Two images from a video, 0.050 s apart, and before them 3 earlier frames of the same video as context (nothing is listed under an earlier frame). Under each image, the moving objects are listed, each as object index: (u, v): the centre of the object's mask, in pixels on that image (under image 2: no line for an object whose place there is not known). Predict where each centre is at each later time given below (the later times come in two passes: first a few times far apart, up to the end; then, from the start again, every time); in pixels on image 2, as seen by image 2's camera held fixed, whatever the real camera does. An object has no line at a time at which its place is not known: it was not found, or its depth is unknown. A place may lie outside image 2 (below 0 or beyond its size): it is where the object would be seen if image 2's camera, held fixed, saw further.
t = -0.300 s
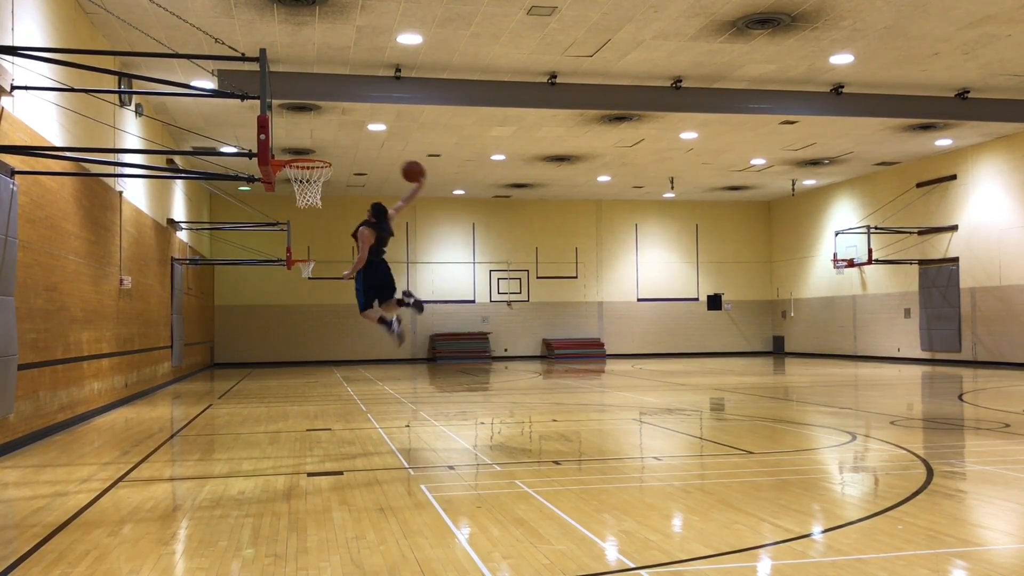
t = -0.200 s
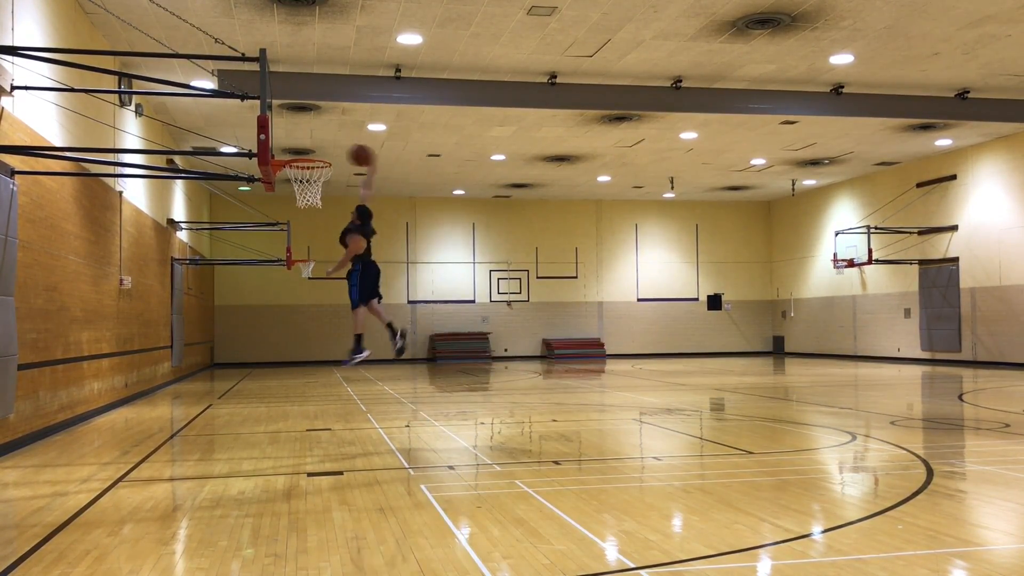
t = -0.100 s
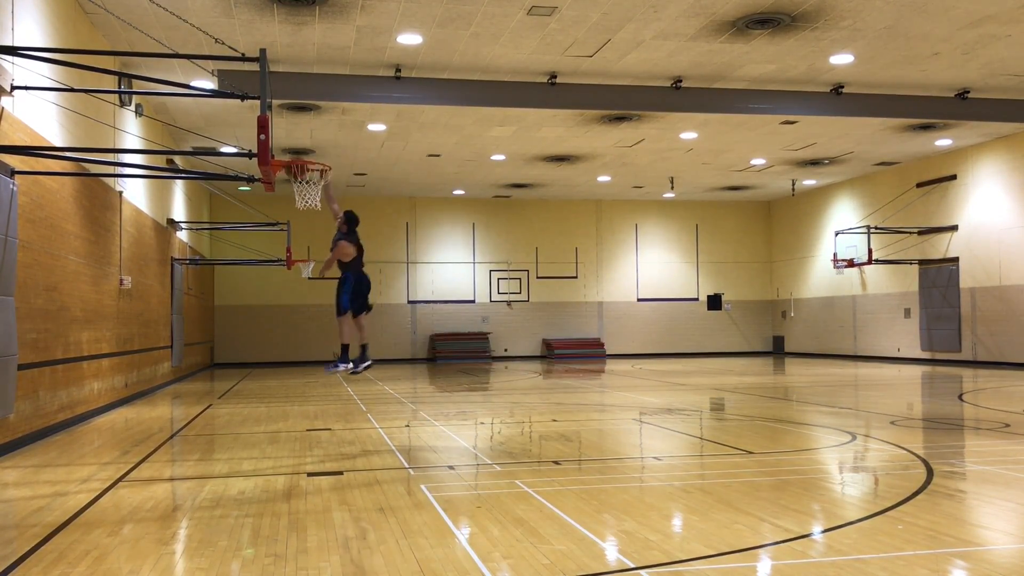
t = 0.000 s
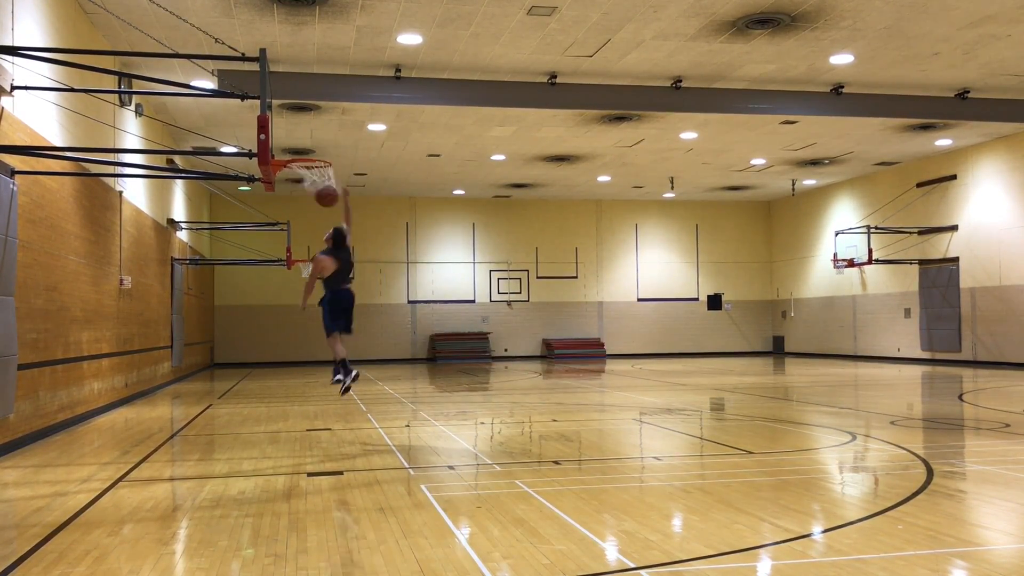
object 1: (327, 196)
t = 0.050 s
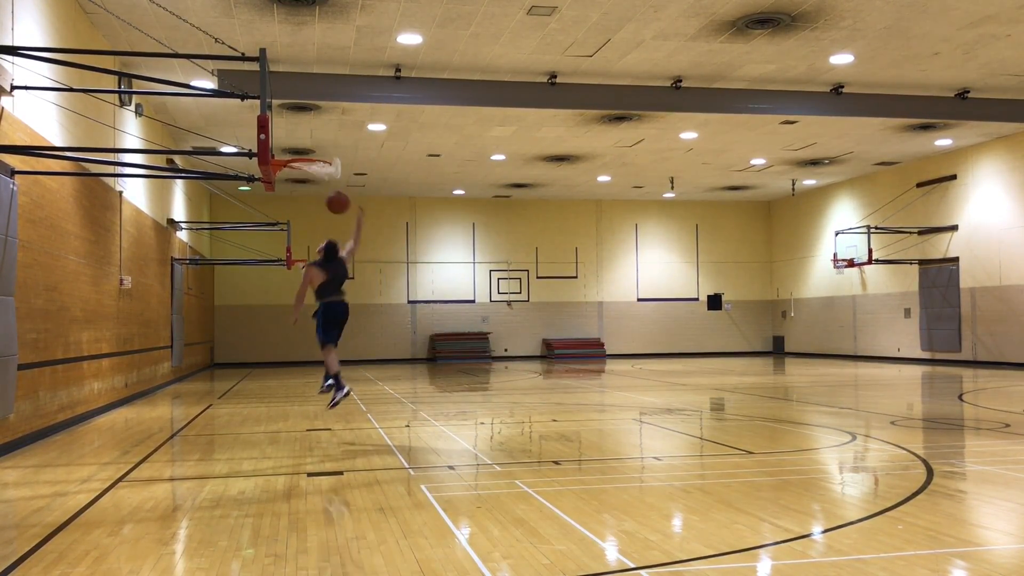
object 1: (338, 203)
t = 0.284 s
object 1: (390, 265)
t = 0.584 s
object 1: (457, 418)
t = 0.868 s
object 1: (487, 328)
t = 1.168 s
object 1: (515, 278)
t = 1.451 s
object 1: (542, 306)
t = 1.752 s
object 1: (569, 412)
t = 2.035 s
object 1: (598, 350)
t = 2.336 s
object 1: (627, 323)
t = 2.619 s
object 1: (655, 371)
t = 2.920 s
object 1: (684, 387)
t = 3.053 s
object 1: (695, 363)
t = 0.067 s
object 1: (341, 206)
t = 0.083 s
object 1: (345, 209)
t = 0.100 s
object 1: (349, 212)
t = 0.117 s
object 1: (353, 216)
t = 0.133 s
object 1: (356, 220)
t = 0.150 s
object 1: (360, 224)
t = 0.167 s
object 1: (364, 228)
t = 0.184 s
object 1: (367, 233)
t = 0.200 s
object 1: (371, 237)
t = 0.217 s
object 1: (375, 243)
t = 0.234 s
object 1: (379, 248)
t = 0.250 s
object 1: (383, 254)
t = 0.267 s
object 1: (386, 259)
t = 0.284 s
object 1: (390, 265)
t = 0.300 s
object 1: (394, 272)
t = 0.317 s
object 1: (397, 278)
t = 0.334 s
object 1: (401, 285)
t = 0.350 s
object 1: (405, 292)
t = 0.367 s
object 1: (409, 301)
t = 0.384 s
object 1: (412, 308)
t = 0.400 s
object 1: (416, 316)
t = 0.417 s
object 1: (420, 323)
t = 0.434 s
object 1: (423, 331)
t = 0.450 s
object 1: (427, 341)
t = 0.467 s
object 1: (431, 349)
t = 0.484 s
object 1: (434, 358)
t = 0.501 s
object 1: (438, 366)
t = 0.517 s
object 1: (441, 377)
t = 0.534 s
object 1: (446, 388)
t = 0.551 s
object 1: (449, 397)
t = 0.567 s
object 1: (453, 407)
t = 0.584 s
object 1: (457, 418)
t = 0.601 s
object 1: (460, 429)
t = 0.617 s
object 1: (463, 437)
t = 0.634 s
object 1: (465, 428)
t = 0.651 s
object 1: (467, 419)
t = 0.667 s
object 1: (469, 410)
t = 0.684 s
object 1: (470, 403)
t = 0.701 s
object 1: (471, 395)
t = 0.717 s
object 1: (473, 387)
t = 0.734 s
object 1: (475, 380)
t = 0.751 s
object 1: (477, 372)
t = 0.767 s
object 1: (477, 364)
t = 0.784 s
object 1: (479, 357)
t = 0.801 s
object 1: (481, 351)
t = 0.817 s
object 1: (483, 345)
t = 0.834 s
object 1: (484, 339)
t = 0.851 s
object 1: (486, 333)
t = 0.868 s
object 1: (487, 328)
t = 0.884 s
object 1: (489, 323)
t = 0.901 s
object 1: (490, 318)
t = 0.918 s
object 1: (492, 314)
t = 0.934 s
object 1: (493, 309)
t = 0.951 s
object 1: (495, 306)
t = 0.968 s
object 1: (496, 302)
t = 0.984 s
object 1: (498, 299)
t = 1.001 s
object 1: (500, 295)
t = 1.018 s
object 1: (501, 293)
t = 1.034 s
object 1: (503, 290)
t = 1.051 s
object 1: (504, 288)
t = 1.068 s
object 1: (506, 285)
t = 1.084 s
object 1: (507, 284)
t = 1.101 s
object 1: (509, 282)
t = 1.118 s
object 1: (510, 281)
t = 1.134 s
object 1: (512, 279)
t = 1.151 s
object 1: (513, 278)
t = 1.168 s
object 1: (515, 278)
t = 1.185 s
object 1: (516, 277)
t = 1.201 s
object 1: (518, 277)
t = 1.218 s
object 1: (520, 277)
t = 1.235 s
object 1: (521, 278)
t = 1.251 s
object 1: (523, 279)
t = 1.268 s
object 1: (525, 279)
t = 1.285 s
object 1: (526, 280)
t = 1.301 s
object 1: (528, 282)
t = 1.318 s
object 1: (529, 284)
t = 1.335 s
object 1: (531, 286)
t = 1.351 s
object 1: (532, 288)
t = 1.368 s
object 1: (534, 290)
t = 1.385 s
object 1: (536, 293)
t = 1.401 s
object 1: (537, 295)
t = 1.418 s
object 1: (539, 299)
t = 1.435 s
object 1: (540, 302)
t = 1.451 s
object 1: (542, 306)
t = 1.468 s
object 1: (543, 310)
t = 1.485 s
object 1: (545, 314)
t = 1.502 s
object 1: (546, 318)
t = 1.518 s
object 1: (548, 323)
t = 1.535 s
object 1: (549, 327)
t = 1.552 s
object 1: (551, 332)
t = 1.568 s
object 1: (553, 338)
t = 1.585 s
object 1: (554, 344)
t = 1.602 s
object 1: (553, 348)
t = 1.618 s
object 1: (556, 354)
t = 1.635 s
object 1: (558, 362)
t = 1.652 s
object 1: (560, 369)
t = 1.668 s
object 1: (562, 375)
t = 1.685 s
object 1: (563, 382)
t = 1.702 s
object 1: (565, 389)
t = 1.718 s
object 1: (566, 396)
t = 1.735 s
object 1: (568, 404)
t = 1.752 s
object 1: (569, 412)
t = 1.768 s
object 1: (571, 421)
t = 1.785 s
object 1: (573, 430)
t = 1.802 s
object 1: (574, 429)
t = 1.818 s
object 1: (576, 421)
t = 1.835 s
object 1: (578, 414)
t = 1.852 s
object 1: (579, 407)
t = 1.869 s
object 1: (581, 400)
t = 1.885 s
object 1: (582, 394)
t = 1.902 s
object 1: (584, 389)
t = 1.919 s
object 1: (586, 383)
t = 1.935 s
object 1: (587, 378)
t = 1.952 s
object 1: (589, 373)
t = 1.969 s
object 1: (591, 368)
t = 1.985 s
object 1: (593, 363)
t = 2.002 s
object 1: (595, 359)
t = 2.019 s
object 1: (596, 354)
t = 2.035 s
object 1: (598, 350)
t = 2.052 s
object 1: (599, 347)
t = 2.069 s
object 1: (601, 343)
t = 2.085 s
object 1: (602, 340)
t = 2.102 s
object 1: (604, 337)
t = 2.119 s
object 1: (605, 335)
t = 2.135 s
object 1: (607, 332)
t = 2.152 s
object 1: (609, 330)
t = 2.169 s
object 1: (610, 328)
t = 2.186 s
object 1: (612, 327)
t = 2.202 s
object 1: (614, 325)
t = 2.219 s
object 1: (615, 324)
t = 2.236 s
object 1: (617, 323)
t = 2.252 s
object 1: (619, 323)
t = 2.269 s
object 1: (620, 322)
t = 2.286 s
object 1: (622, 322)
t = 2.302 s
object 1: (623, 322)
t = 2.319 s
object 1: (625, 323)
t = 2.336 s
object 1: (627, 323)
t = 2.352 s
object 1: (628, 324)
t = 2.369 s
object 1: (630, 325)
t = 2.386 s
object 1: (632, 327)
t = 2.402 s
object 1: (633, 328)
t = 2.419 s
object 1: (635, 330)
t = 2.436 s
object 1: (637, 332)
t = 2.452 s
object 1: (638, 335)
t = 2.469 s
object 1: (640, 337)
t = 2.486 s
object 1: (642, 340)
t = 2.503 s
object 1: (643, 343)
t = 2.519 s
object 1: (645, 346)
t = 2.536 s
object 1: (647, 350)
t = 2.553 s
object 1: (648, 353)
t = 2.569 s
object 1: (650, 358)
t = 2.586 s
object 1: (652, 362)
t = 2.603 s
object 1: (653, 367)
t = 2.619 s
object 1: (655, 371)
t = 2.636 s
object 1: (657, 376)
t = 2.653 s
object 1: (659, 382)
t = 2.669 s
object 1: (660, 387)
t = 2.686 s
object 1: (662, 393)
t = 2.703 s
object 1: (664, 398)
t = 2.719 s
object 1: (666, 405)
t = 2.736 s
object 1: (667, 411)
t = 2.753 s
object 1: (669, 418)
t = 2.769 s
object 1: (671, 425)
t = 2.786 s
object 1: (672, 428)
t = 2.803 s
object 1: (674, 422)
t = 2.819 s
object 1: (675, 416)
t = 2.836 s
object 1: (677, 411)
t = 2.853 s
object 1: (678, 405)
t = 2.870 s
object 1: (679, 400)
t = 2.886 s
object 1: (681, 396)
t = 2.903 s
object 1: (682, 391)
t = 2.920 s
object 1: (684, 387)
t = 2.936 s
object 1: (685, 383)
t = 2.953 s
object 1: (686, 380)
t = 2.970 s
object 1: (688, 376)
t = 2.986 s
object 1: (689, 373)
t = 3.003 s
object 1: (691, 370)
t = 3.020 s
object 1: (692, 368)
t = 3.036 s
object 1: (693, 365)
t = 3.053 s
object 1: (695, 363)
